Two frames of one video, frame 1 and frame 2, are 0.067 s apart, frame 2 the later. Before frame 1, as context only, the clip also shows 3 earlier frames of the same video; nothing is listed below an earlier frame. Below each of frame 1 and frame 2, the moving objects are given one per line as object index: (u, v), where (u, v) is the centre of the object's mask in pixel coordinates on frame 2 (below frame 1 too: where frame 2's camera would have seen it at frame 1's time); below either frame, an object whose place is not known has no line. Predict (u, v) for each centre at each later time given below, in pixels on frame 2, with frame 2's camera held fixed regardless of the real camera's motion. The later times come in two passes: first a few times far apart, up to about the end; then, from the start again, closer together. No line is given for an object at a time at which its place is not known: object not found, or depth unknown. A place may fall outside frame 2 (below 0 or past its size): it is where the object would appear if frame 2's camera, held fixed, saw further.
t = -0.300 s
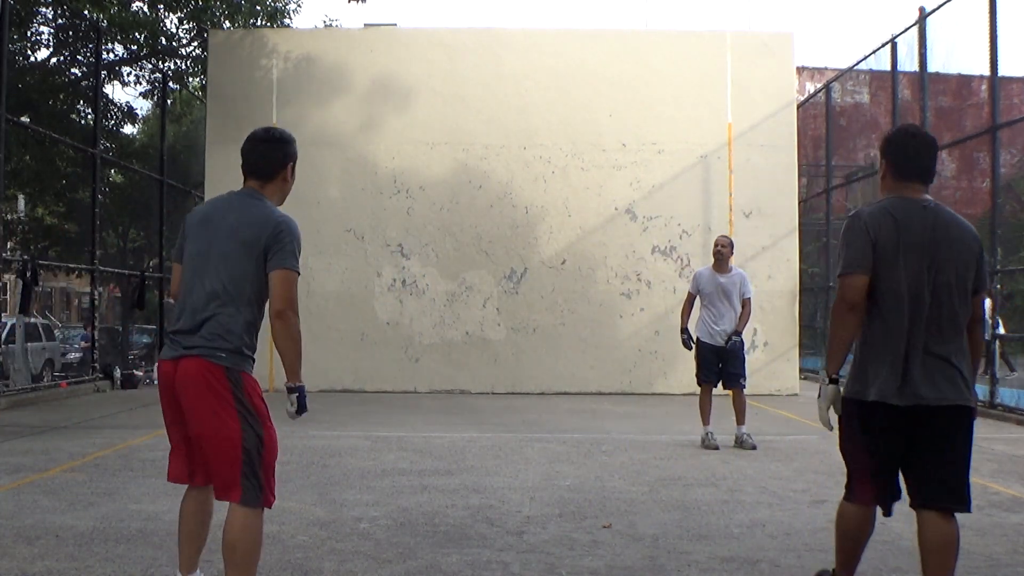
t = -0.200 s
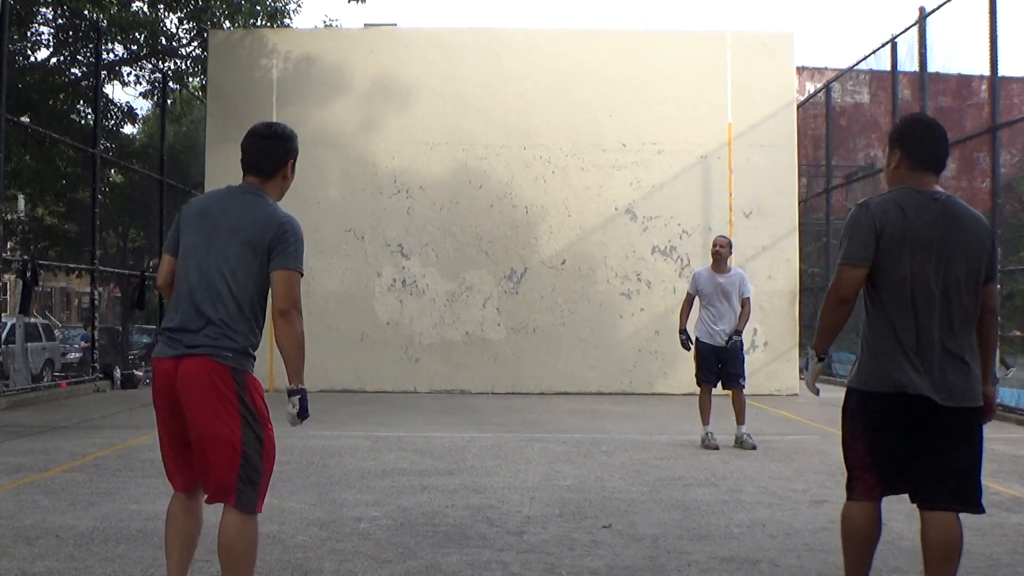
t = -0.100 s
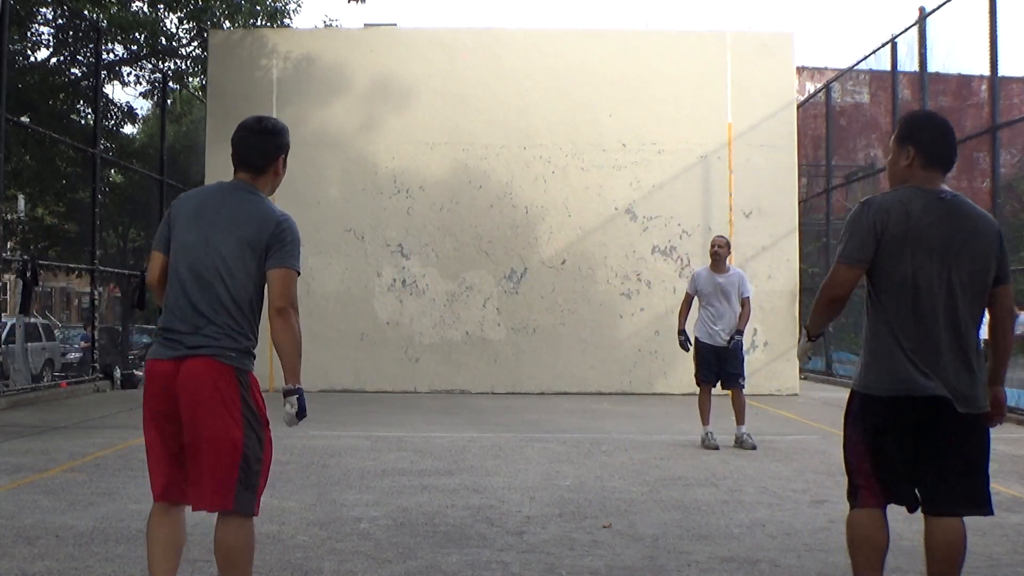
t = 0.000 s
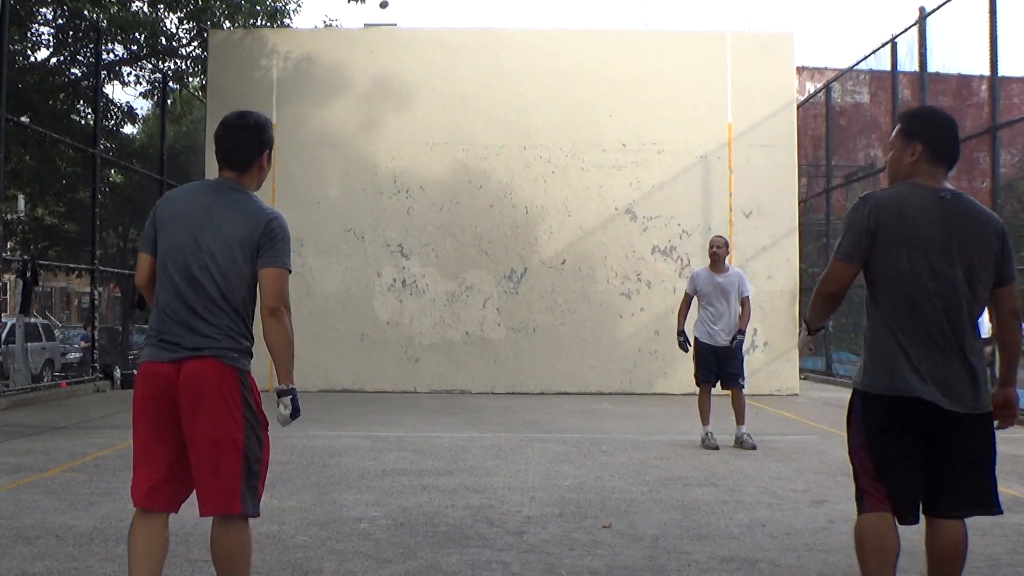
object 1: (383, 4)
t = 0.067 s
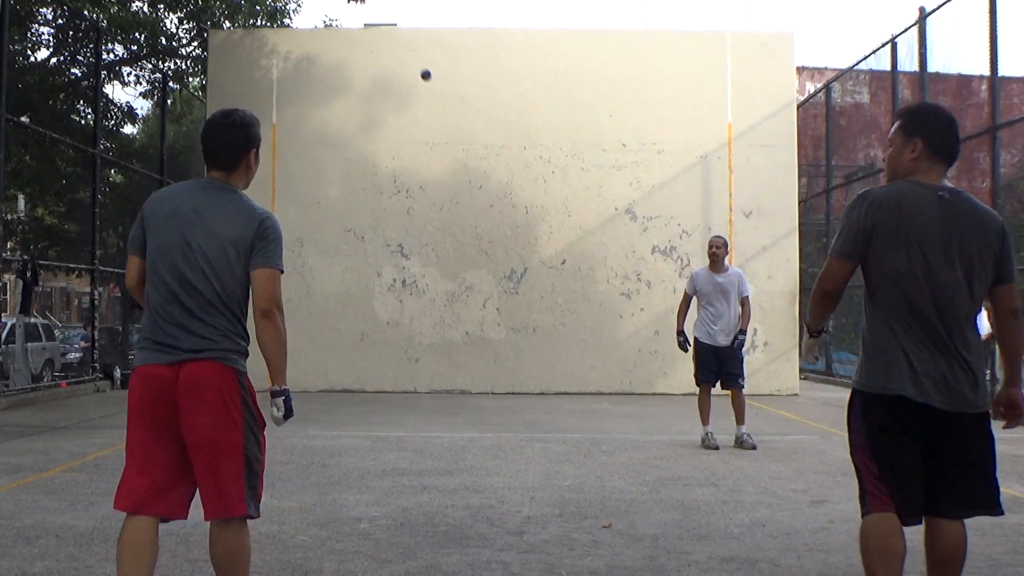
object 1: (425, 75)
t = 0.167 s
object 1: (480, 182)
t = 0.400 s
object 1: (574, 429)
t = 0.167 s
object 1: (480, 182)
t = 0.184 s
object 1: (488, 200)
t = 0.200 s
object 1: (496, 218)
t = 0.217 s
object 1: (503, 235)
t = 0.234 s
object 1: (511, 253)
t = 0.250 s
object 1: (518, 271)
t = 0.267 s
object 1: (525, 289)
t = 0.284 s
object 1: (532, 306)
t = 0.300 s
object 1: (538, 324)
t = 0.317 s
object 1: (545, 342)
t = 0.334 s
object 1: (551, 360)
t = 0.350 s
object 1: (557, 377)
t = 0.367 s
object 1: (563, 395)
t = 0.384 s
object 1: (568, 412)
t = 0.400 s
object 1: (574, 429)
